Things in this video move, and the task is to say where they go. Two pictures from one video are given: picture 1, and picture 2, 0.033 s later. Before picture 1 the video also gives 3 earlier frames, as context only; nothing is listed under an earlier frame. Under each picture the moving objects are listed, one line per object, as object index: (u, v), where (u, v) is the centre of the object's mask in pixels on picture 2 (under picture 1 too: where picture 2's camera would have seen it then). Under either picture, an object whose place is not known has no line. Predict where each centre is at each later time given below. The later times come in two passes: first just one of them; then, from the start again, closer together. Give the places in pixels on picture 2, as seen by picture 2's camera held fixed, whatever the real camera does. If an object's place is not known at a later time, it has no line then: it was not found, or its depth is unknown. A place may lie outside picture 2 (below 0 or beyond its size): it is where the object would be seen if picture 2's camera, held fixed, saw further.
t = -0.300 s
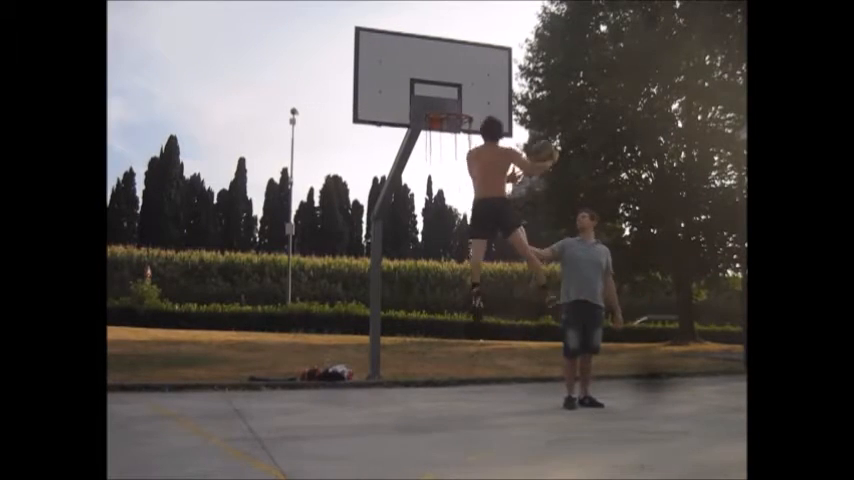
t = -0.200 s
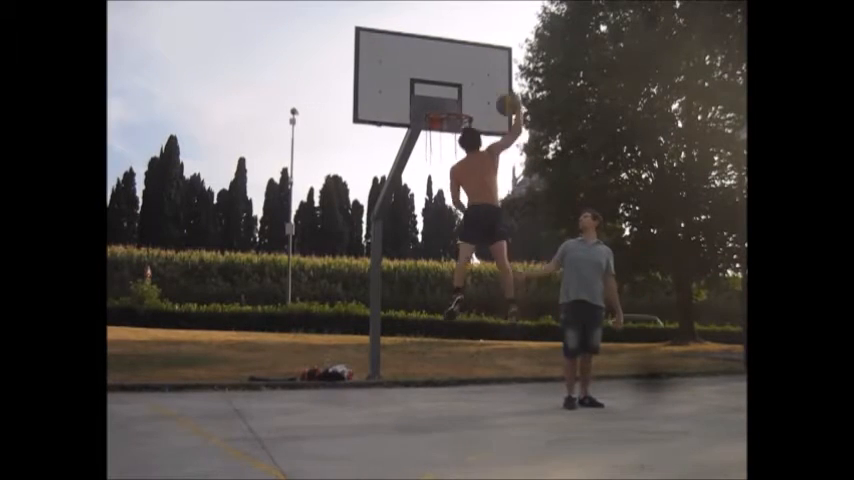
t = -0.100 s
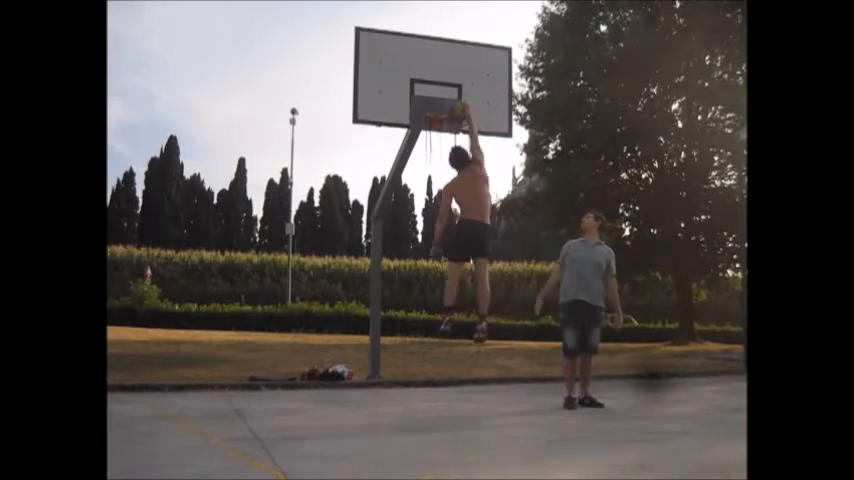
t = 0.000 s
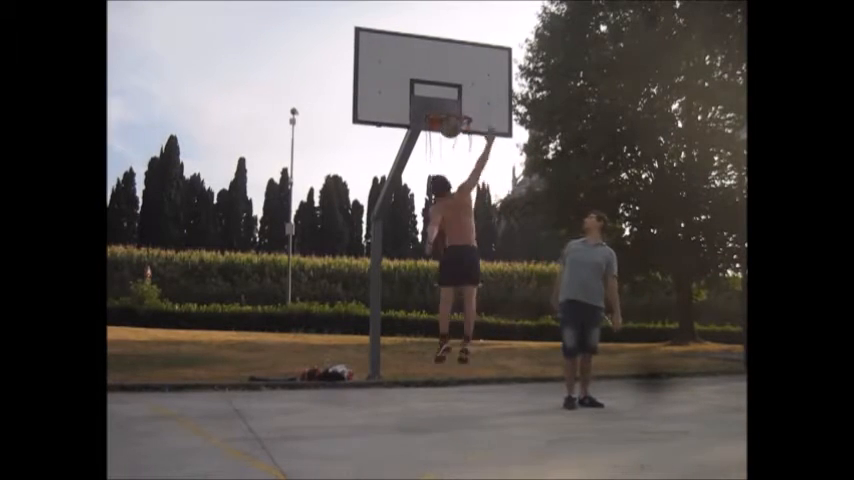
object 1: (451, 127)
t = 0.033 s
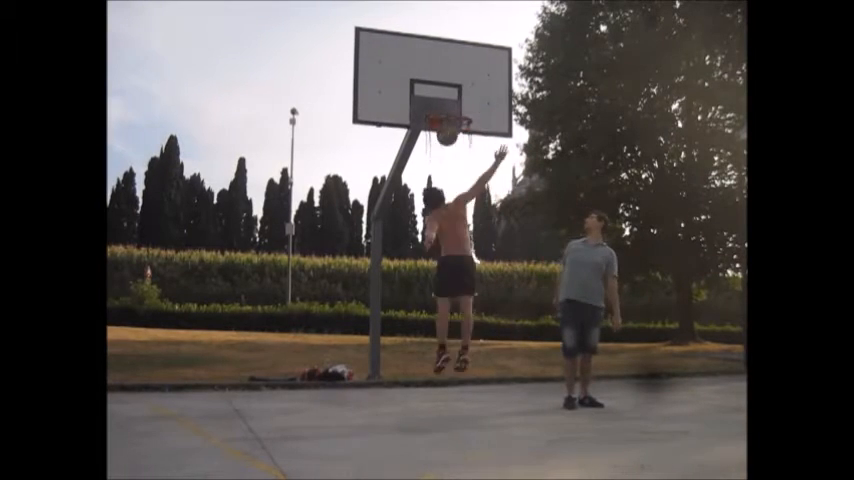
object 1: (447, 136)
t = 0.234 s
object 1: (432, 196)
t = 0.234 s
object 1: (432, 196)
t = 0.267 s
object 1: (429, 209)
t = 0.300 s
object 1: (426, 224)
